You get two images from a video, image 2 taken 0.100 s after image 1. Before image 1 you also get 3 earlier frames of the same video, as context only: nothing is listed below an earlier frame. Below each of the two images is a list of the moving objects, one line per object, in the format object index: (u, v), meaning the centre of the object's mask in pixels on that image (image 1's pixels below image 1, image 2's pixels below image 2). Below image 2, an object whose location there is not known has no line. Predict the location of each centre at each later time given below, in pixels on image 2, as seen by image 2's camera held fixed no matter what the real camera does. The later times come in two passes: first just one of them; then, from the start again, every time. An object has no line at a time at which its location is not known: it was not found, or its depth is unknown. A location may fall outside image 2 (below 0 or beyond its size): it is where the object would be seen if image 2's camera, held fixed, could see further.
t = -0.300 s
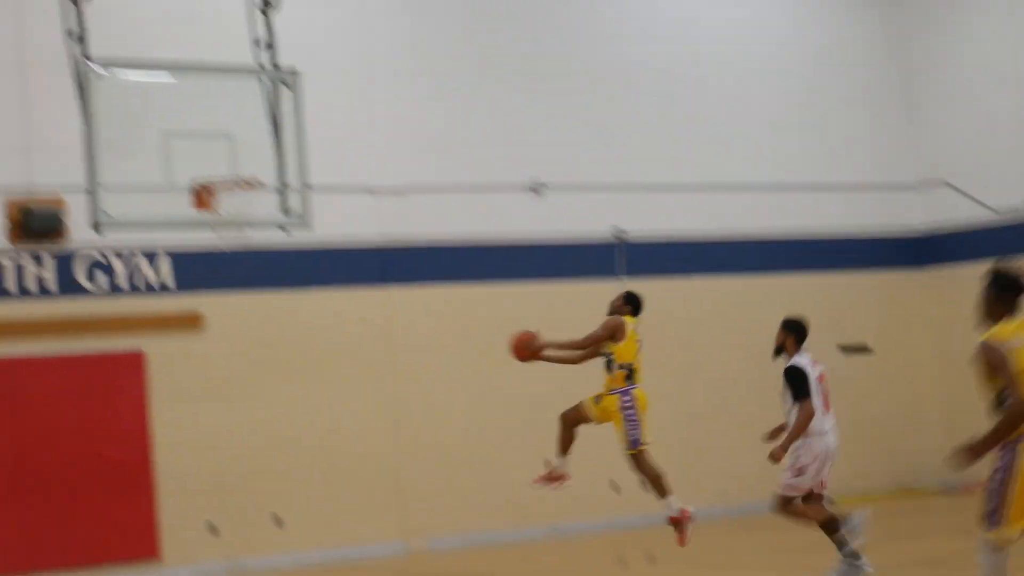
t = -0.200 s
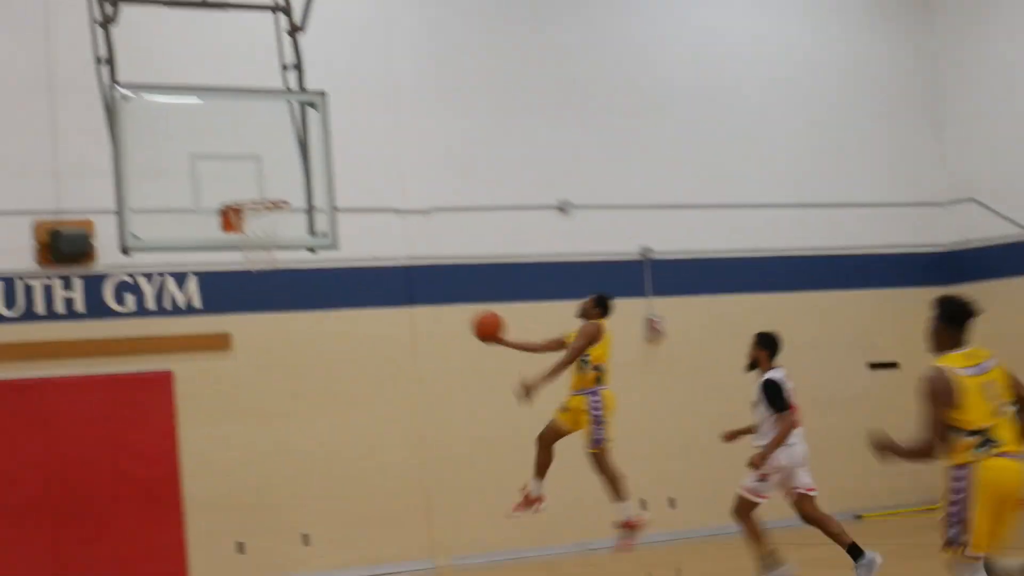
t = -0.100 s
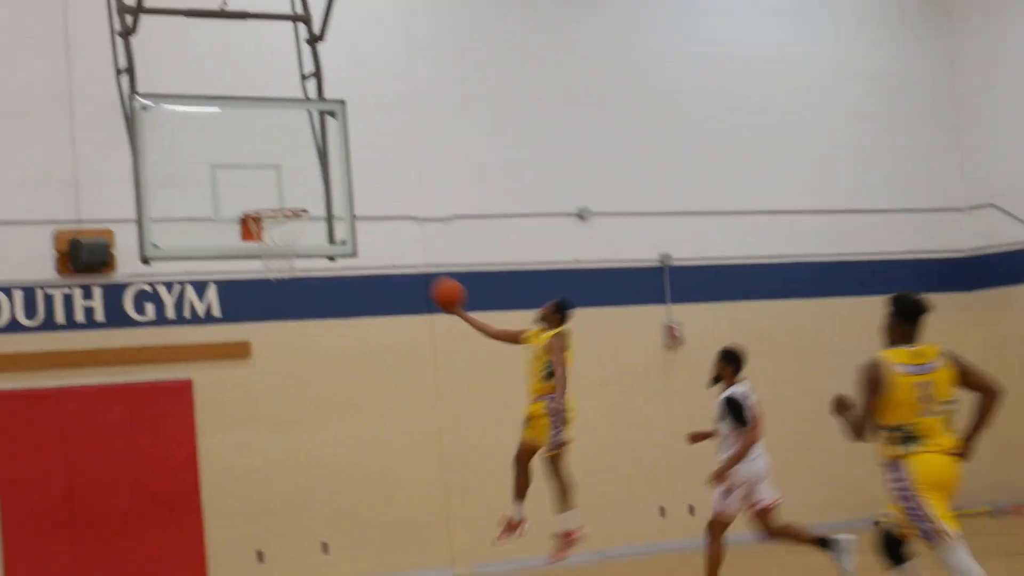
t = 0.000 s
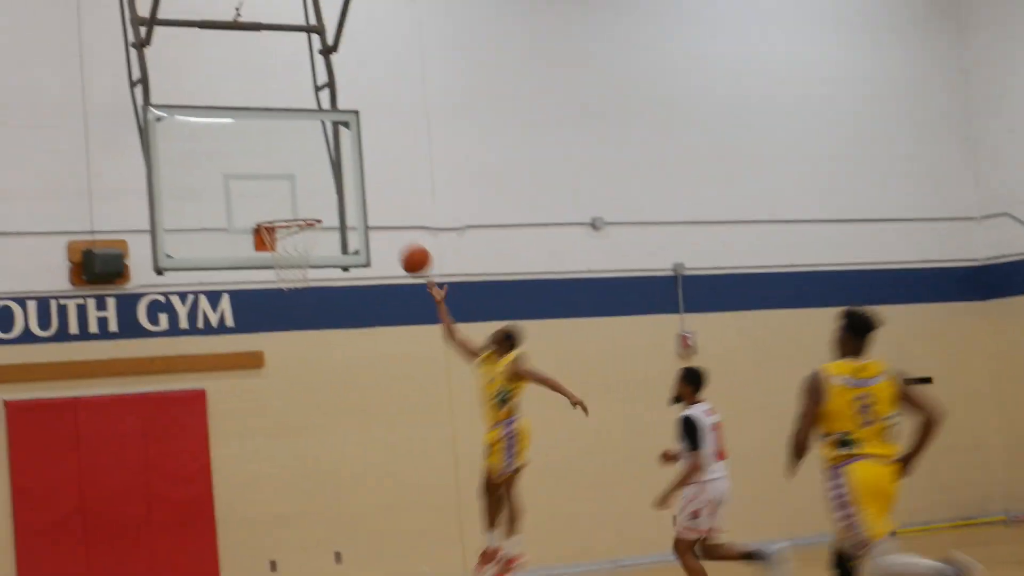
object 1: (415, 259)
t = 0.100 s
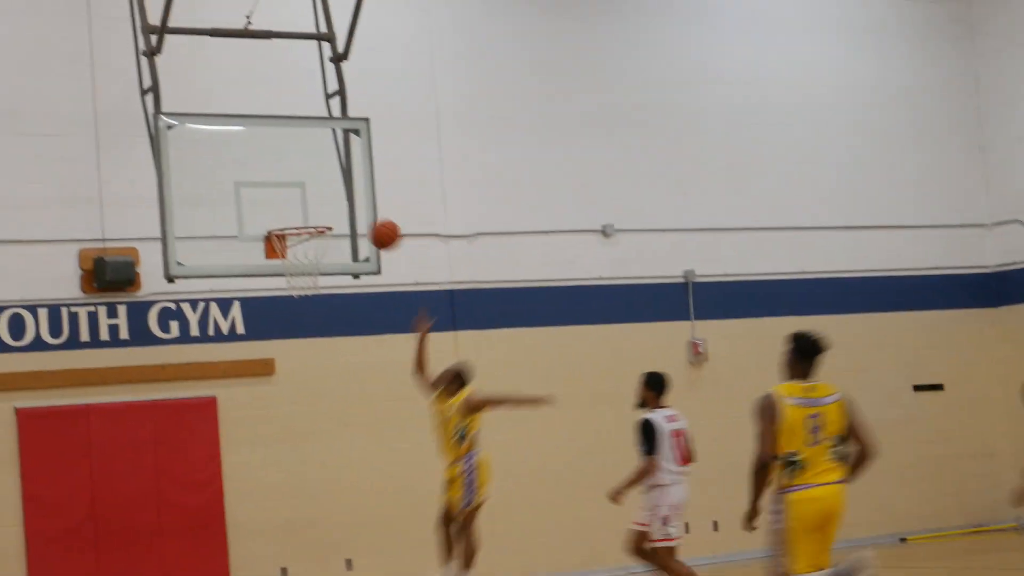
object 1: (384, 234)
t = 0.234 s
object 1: (331, 211)
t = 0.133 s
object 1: (371, 226)
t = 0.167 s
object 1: (358, 220)
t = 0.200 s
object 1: (345, 215)
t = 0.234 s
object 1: (331, 211)
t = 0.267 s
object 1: (319, 208)
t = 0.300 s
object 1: (314, 205)
